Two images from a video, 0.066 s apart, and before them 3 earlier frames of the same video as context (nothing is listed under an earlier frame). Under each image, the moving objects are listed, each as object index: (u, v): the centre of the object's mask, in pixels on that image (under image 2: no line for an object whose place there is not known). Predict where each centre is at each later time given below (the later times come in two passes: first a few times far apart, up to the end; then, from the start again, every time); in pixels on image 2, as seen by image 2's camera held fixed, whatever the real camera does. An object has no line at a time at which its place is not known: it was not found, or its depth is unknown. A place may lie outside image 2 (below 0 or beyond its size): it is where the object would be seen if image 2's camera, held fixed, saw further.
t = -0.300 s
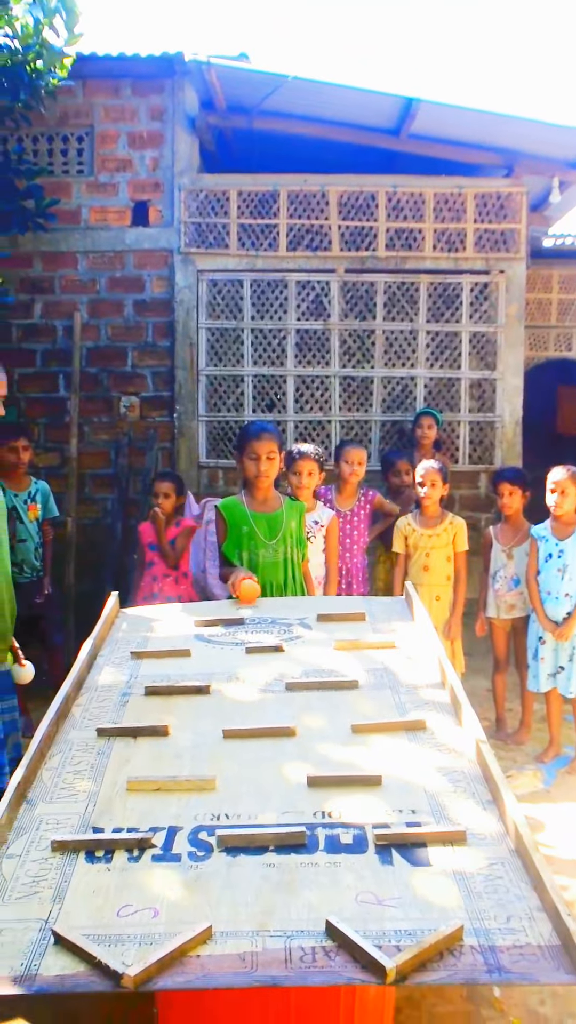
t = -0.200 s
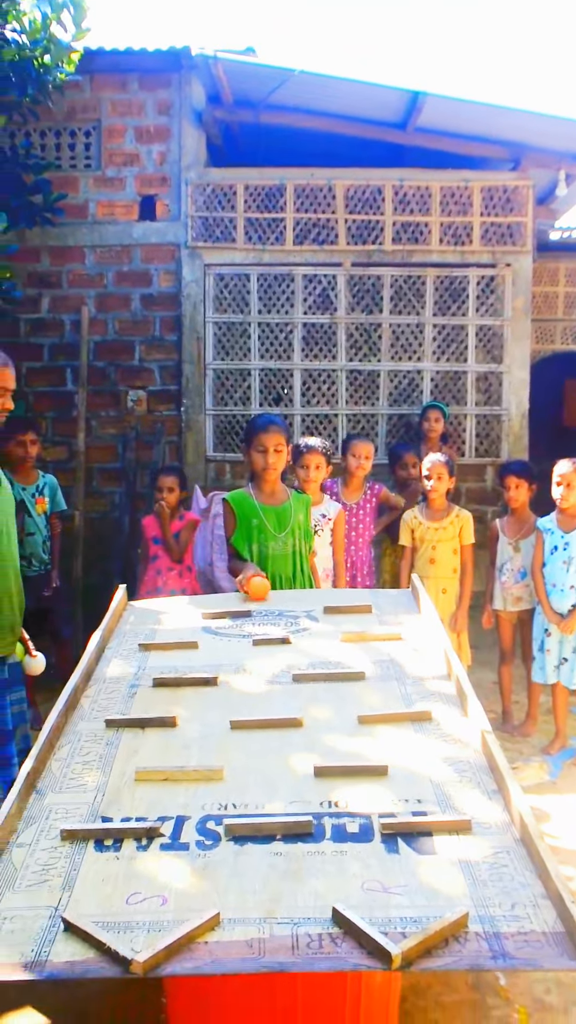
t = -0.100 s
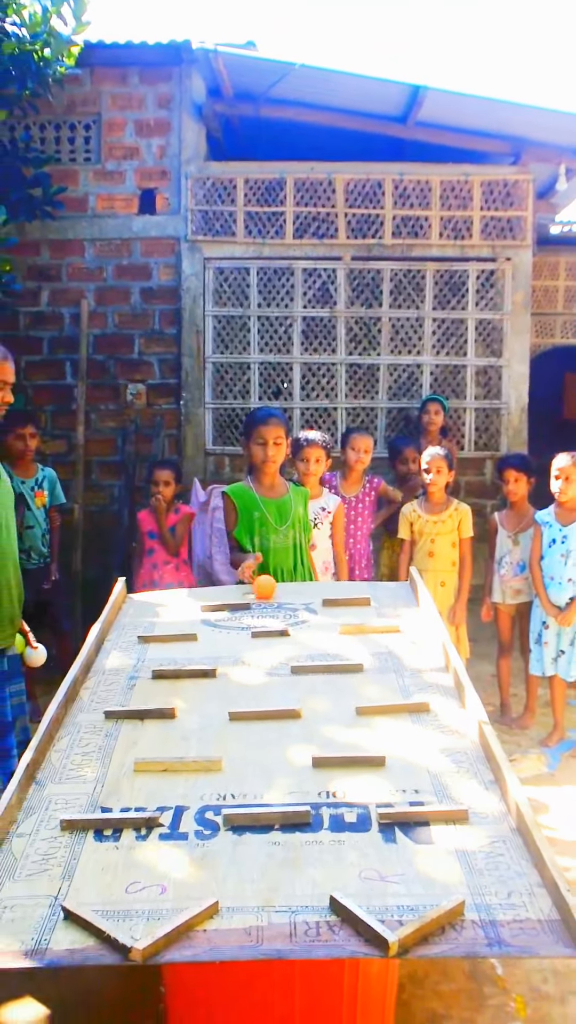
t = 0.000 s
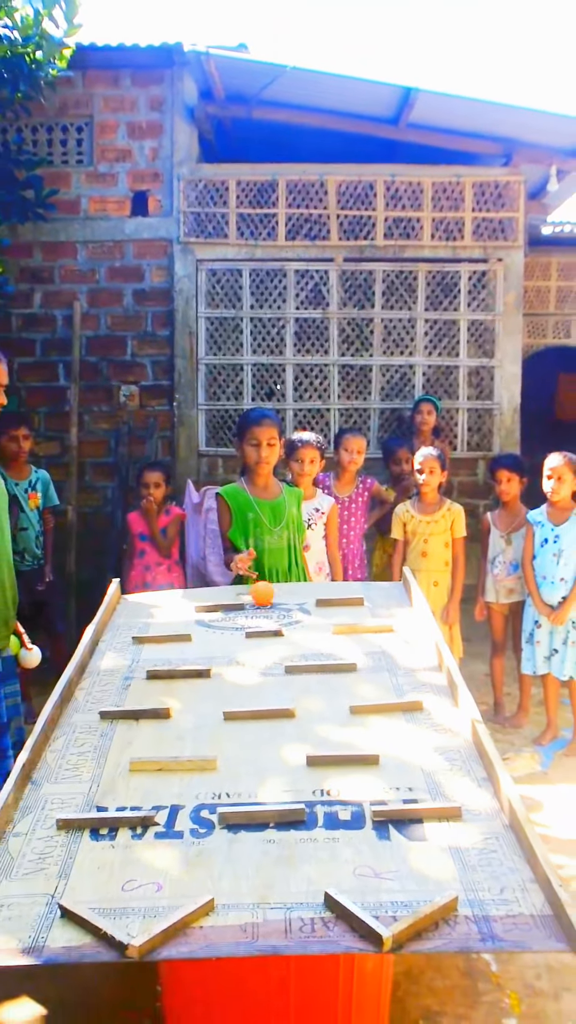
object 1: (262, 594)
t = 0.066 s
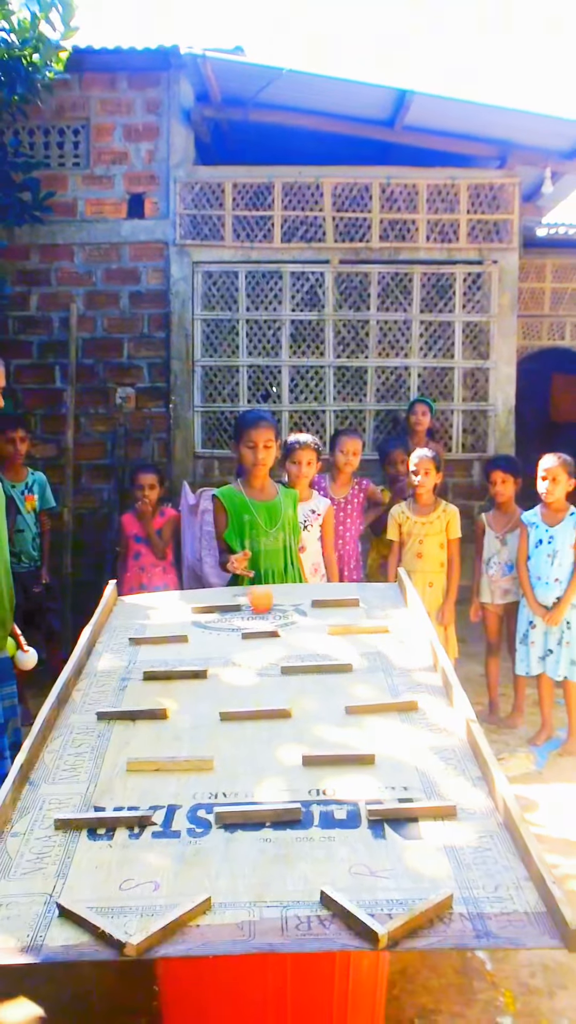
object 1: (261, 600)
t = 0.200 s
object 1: (265, 613)
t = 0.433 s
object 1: (268, 616)
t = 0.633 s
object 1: (269, 617)
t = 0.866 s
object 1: (267, 618)
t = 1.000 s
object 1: (265, 617)
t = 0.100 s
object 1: (262, 603)
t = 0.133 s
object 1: (263, 606)
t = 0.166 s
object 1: (264, 609)
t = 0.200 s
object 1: (265, 613)
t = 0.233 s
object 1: (266, 614)
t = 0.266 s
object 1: (267, 617)
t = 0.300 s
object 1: (267, 617)
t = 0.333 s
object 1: (267, 615)
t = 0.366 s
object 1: (267, 615)
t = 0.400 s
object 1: (268, 616)
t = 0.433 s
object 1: (268, 616)
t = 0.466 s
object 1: (268, 617)
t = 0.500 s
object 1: (268, 617)
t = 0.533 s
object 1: (268, 617)
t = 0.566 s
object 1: (268, 618)
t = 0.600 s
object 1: (268, 617)
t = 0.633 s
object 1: (269, 617)
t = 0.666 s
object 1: (268, 618)
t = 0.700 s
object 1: (268, 617)
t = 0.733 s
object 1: (268, 618)
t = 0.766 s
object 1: (268, 617)
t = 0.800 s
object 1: (268, 617)
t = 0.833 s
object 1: (268, 618)
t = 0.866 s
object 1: (267, 618)
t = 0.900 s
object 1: (267, 617)
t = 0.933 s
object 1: (266, 617)
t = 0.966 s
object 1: (266, 617)
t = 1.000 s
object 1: (265, 617)
